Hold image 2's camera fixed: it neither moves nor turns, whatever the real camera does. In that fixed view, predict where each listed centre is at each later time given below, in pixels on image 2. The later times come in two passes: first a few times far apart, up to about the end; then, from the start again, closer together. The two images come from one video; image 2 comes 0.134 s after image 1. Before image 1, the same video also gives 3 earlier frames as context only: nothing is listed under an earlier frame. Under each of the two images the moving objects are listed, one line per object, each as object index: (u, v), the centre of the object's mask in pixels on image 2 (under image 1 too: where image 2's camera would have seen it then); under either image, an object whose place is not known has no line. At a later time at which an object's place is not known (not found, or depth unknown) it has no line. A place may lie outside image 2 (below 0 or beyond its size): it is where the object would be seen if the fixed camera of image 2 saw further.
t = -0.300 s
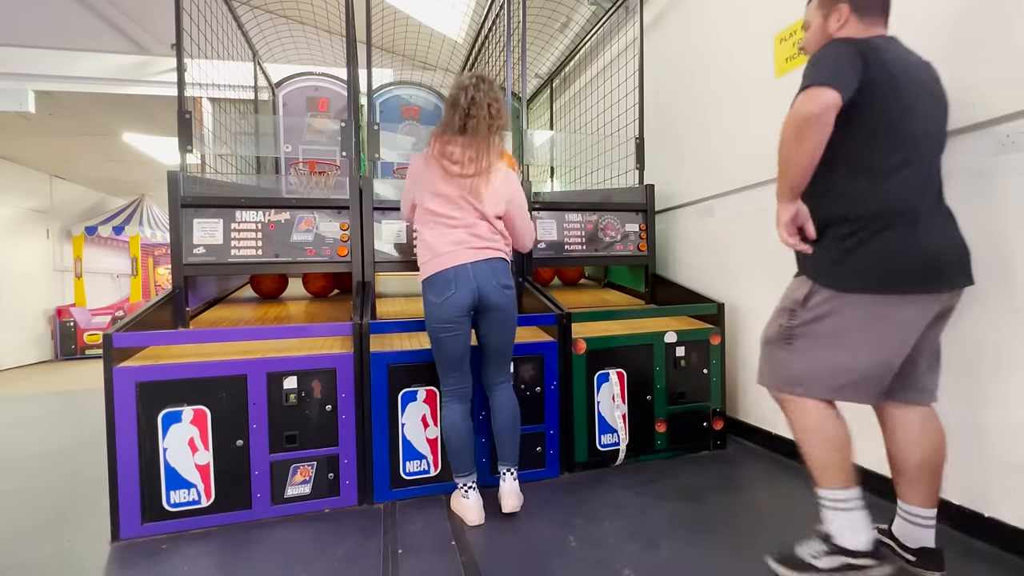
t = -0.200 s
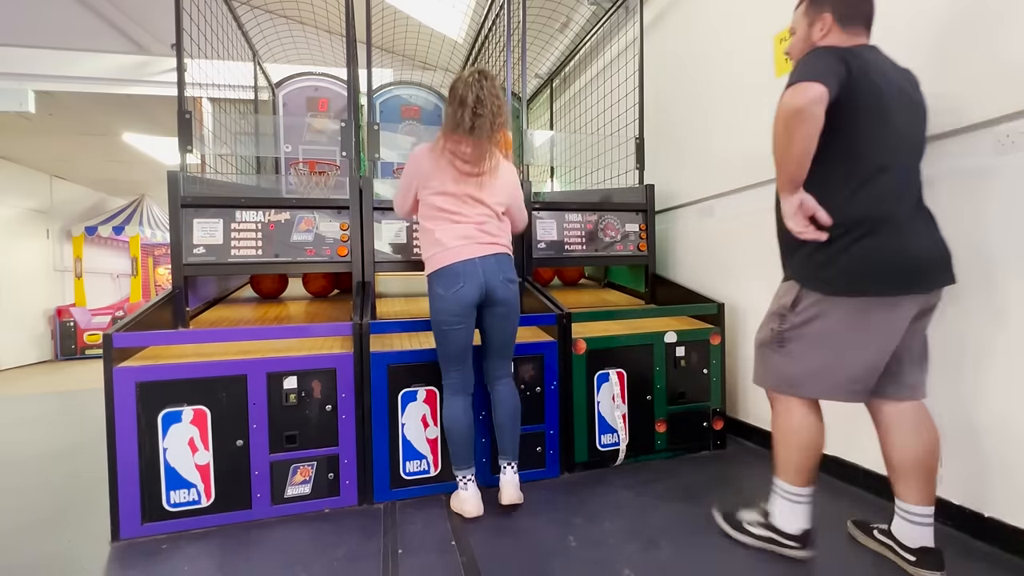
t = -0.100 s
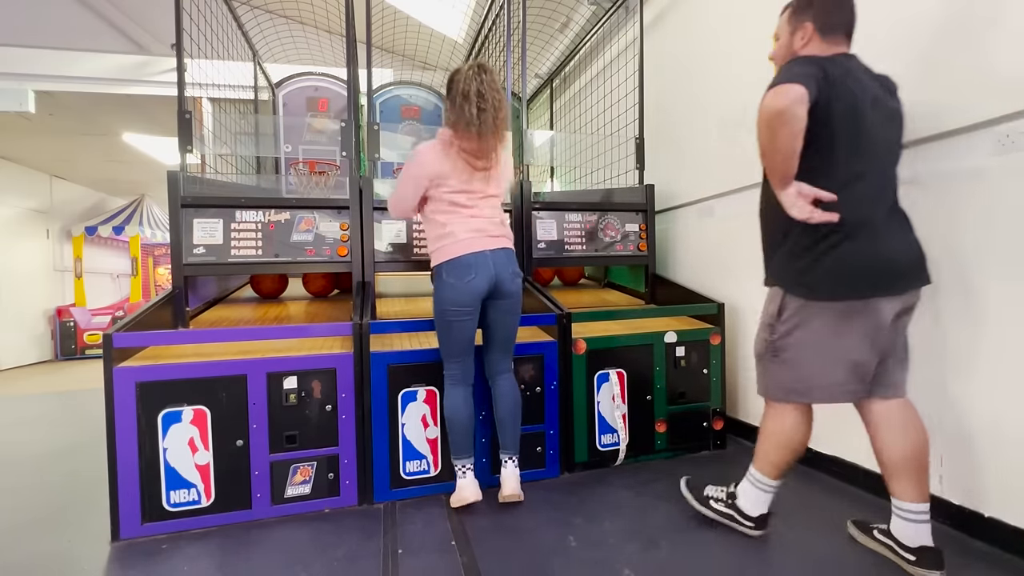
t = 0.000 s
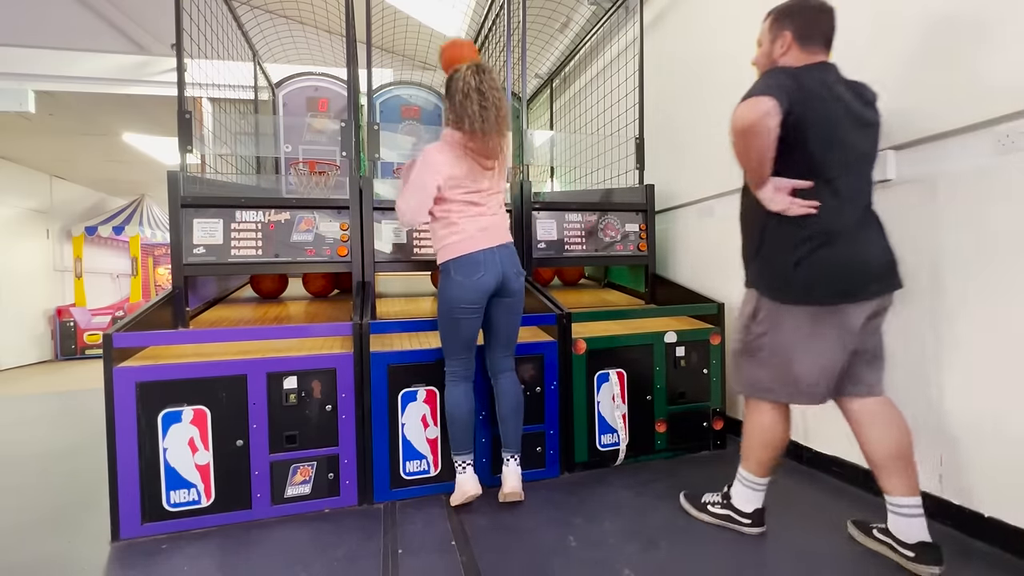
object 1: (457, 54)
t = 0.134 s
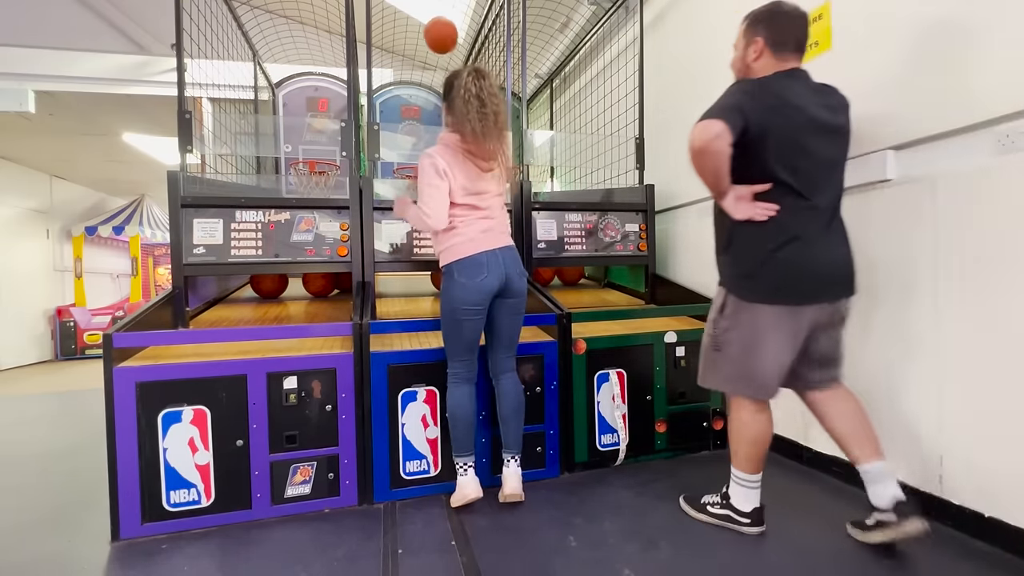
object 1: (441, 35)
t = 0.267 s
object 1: (428, 43)
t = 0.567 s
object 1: (411, 116)
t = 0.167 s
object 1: (437, 35)
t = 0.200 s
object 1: (434, 36)
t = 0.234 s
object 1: (431, 39)
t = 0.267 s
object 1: (428, 43)
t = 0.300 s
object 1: (426, 49)
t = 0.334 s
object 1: (424, 55)
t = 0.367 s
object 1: (421, 62)
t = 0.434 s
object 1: (418, 80)
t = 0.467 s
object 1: (416, 91)
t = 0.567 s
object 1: (411, 116)
